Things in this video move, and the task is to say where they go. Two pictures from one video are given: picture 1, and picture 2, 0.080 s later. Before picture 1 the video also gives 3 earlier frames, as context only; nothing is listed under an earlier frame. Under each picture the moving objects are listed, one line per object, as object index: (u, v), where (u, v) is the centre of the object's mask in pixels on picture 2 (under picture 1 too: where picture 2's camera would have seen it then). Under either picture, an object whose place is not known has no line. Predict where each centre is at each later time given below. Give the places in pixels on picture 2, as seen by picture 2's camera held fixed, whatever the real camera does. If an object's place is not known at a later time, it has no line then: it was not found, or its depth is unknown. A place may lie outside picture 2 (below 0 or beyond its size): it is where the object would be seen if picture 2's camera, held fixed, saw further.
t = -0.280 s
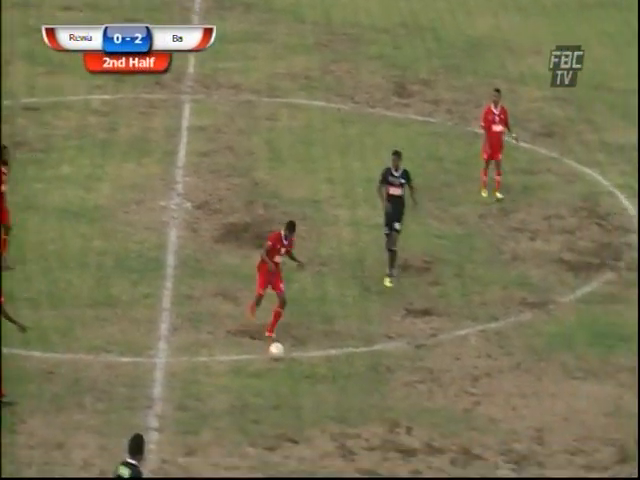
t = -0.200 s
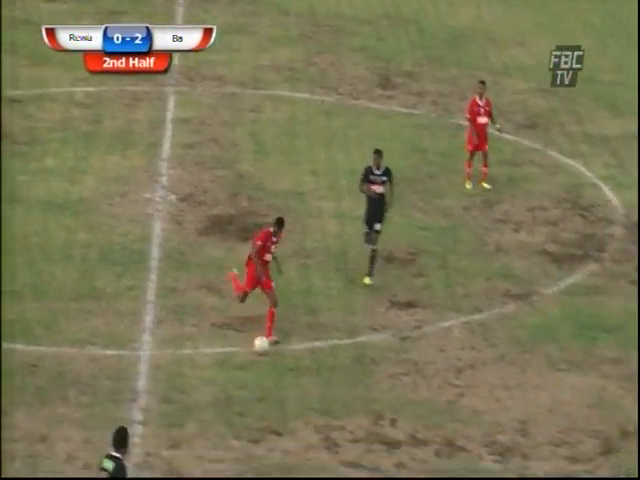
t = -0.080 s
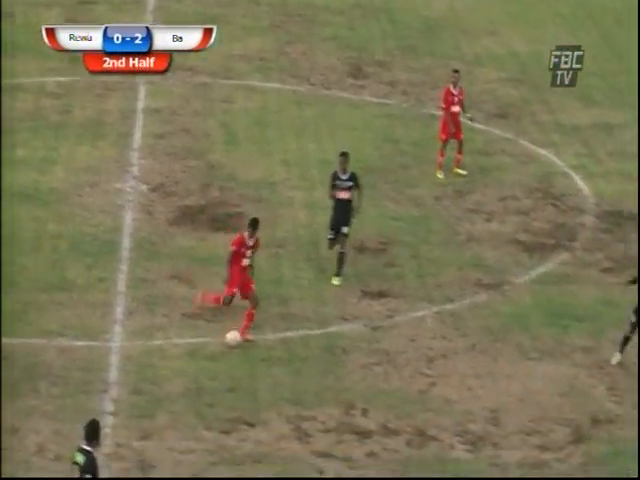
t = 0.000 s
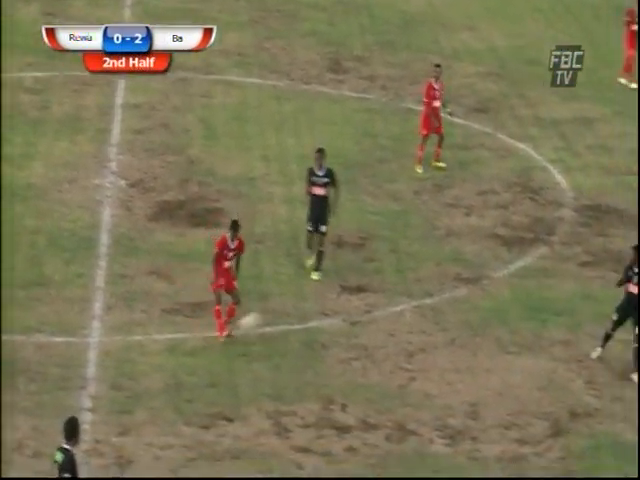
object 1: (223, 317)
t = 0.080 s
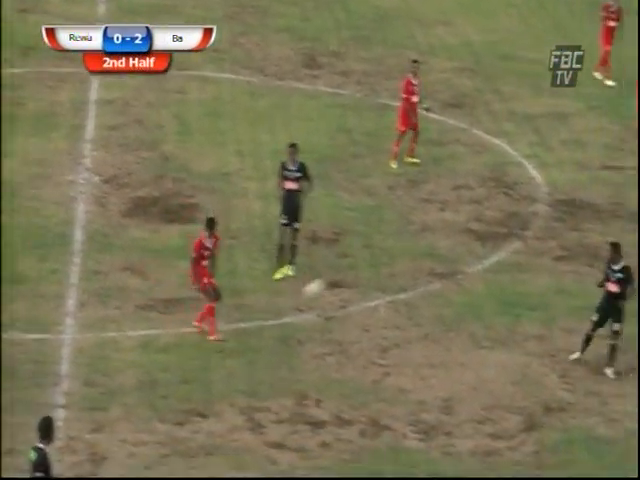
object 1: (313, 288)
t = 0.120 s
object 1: (358, 275)
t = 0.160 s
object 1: (401, 263)
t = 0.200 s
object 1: (444, 251)
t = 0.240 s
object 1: (486, 239)
